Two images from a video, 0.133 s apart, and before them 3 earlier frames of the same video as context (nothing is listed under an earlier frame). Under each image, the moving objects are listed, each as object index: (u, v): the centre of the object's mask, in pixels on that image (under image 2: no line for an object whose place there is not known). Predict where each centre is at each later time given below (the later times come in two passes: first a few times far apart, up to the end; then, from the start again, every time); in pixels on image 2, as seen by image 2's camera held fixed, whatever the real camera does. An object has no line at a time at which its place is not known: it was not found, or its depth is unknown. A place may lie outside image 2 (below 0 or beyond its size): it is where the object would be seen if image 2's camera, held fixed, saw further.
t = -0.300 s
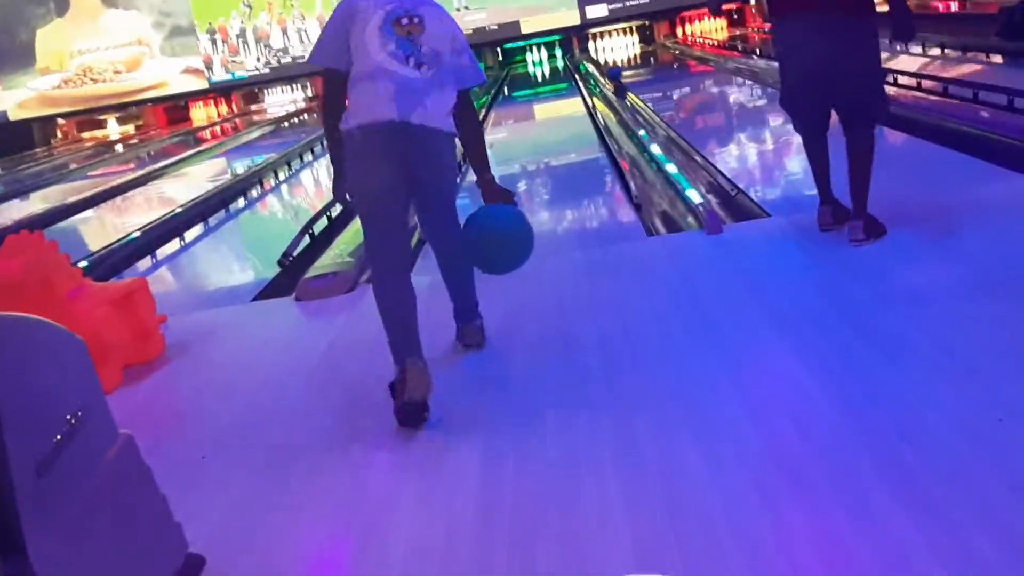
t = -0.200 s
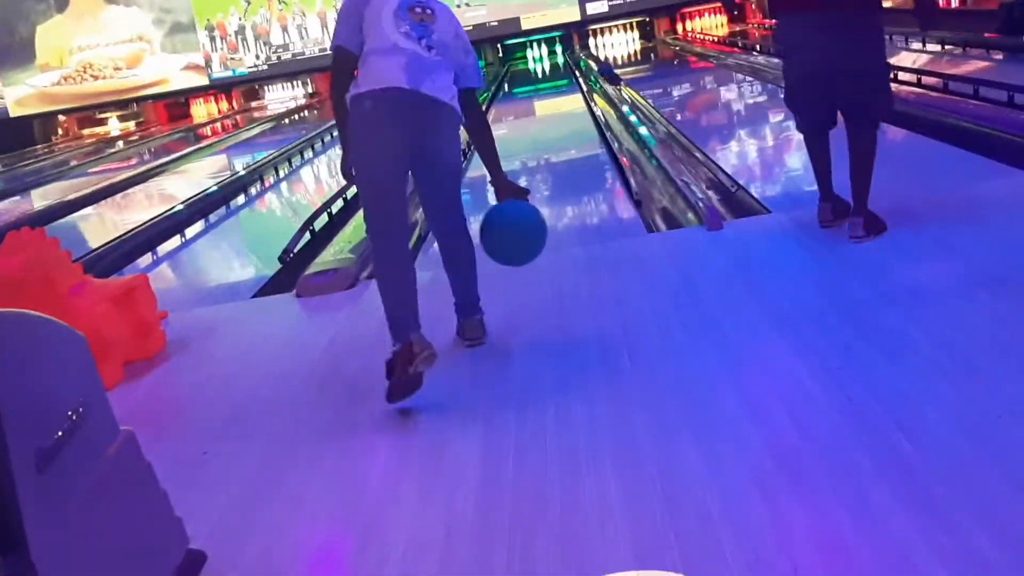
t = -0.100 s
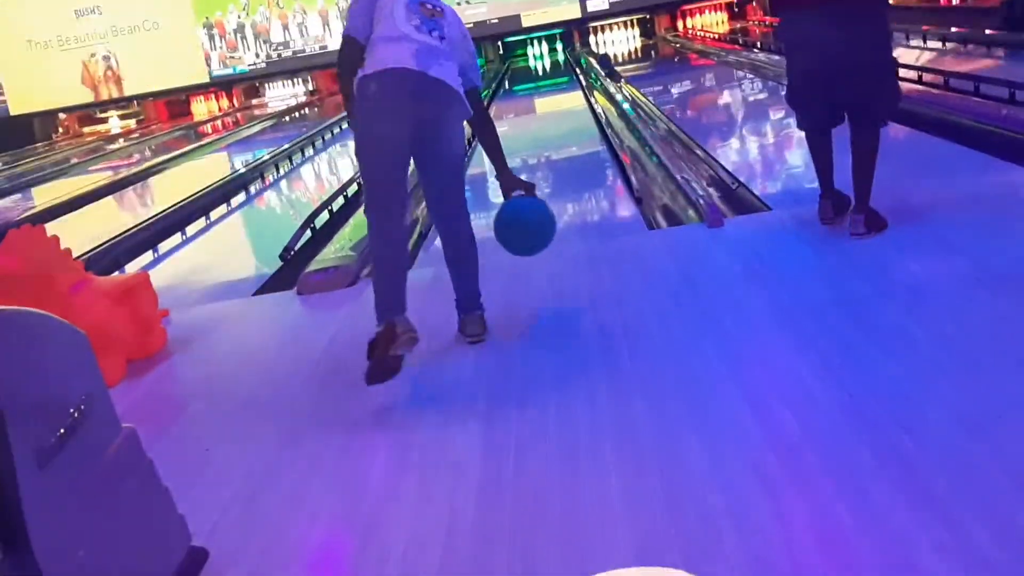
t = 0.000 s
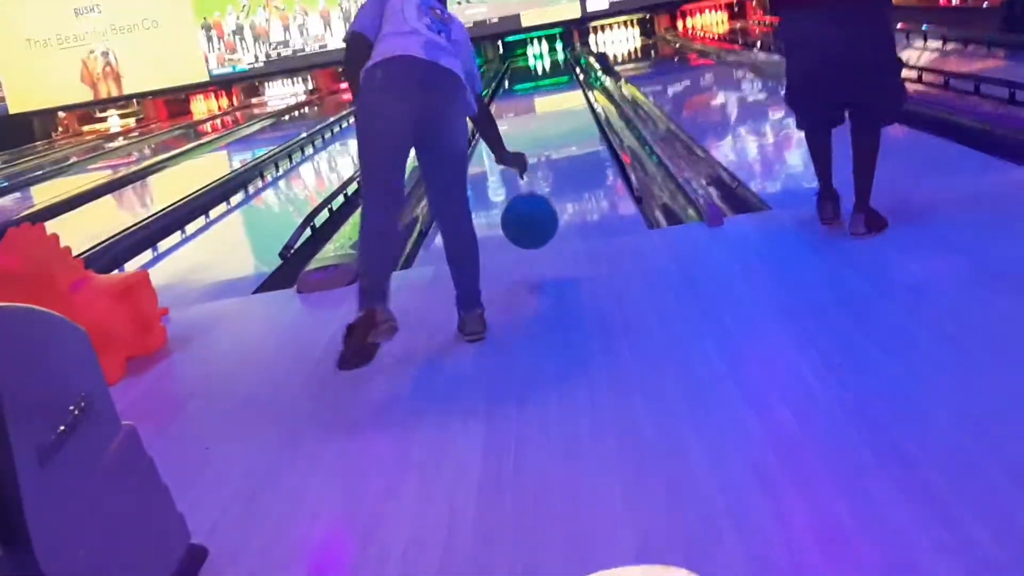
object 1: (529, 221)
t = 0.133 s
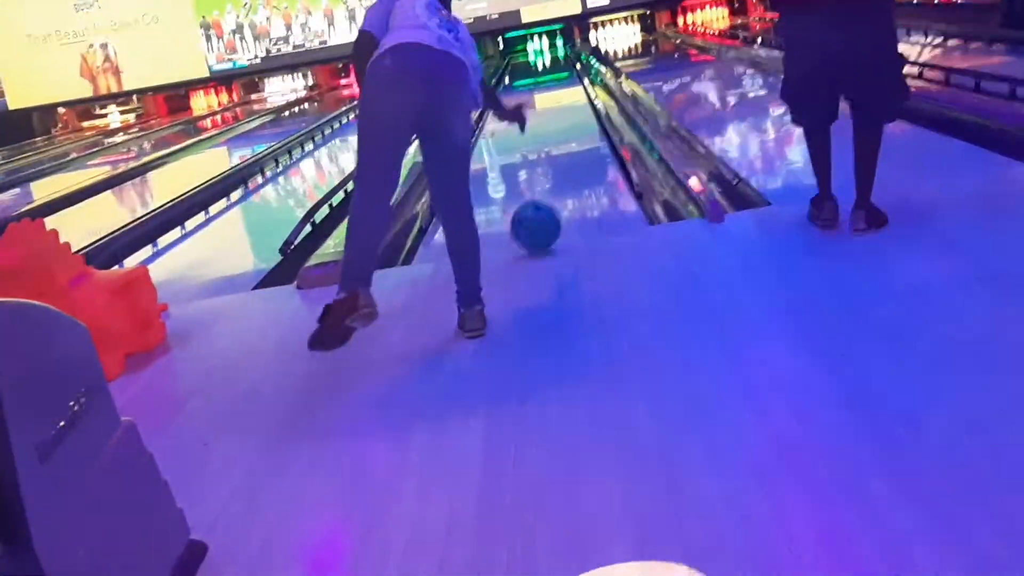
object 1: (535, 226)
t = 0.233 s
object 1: (535, 211)
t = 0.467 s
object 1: (536, 187)
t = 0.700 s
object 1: (536, 166)
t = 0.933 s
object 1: (535, 151)
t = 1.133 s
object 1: (533, 140)
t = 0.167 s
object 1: (535, 218)
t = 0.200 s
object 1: (535, 213)
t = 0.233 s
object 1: (535, 211)
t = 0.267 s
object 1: (536, 210)
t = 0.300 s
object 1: (536, 205)
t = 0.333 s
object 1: (536, 202)
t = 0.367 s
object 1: (536, 198)
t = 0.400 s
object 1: (536, 194)
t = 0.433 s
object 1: (536, 191)
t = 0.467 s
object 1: (536, 187)
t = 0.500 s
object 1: (536, 184)
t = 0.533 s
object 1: (536, 181)
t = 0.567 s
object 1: (536, 178)
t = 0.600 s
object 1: (536, 175)
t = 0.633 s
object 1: (536, 172)
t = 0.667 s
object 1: (536, 169)
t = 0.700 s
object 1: (536, 166)
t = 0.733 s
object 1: (536, 164)
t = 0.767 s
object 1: (536, 161)
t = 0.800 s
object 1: (536, 159)
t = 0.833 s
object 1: (535, 157)
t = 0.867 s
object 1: (535, 155)
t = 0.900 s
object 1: (535, 153)
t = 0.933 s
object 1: (535, 151)
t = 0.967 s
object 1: (535, 149)
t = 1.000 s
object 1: (535, 147)
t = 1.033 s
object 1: (535, 145)
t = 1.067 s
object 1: (534, 144)
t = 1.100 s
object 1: (533, 142)
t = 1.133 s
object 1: (533, 140)
